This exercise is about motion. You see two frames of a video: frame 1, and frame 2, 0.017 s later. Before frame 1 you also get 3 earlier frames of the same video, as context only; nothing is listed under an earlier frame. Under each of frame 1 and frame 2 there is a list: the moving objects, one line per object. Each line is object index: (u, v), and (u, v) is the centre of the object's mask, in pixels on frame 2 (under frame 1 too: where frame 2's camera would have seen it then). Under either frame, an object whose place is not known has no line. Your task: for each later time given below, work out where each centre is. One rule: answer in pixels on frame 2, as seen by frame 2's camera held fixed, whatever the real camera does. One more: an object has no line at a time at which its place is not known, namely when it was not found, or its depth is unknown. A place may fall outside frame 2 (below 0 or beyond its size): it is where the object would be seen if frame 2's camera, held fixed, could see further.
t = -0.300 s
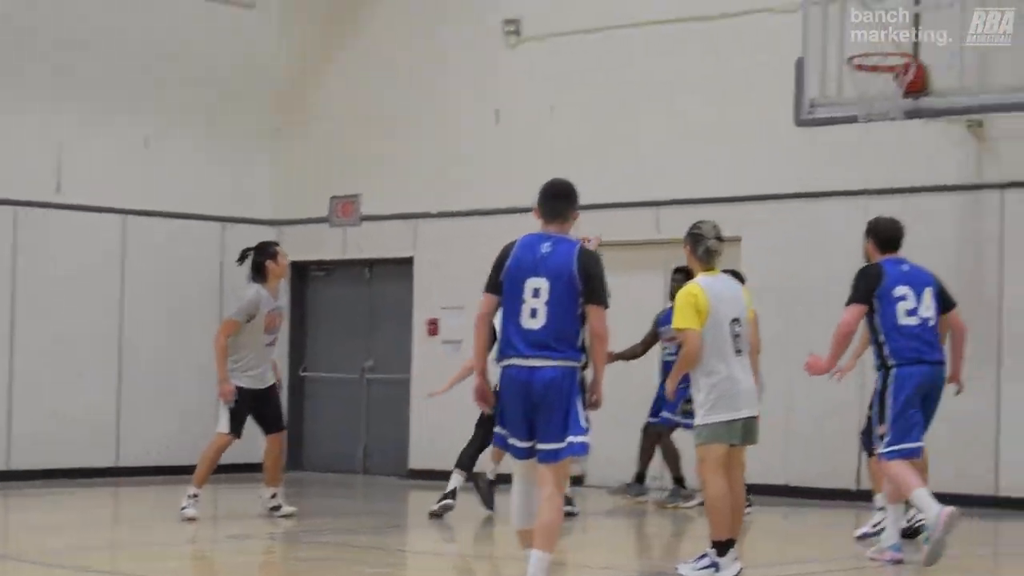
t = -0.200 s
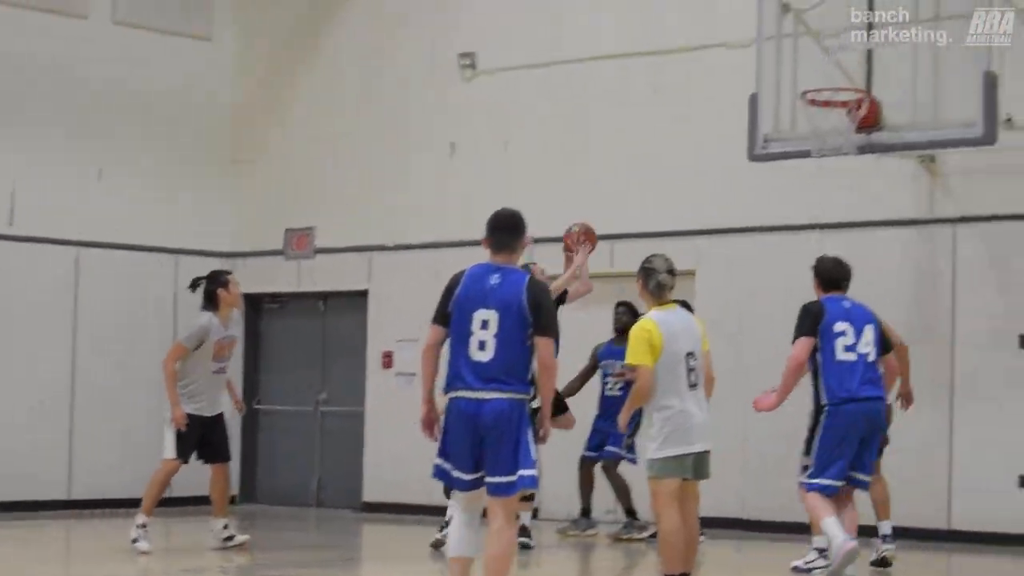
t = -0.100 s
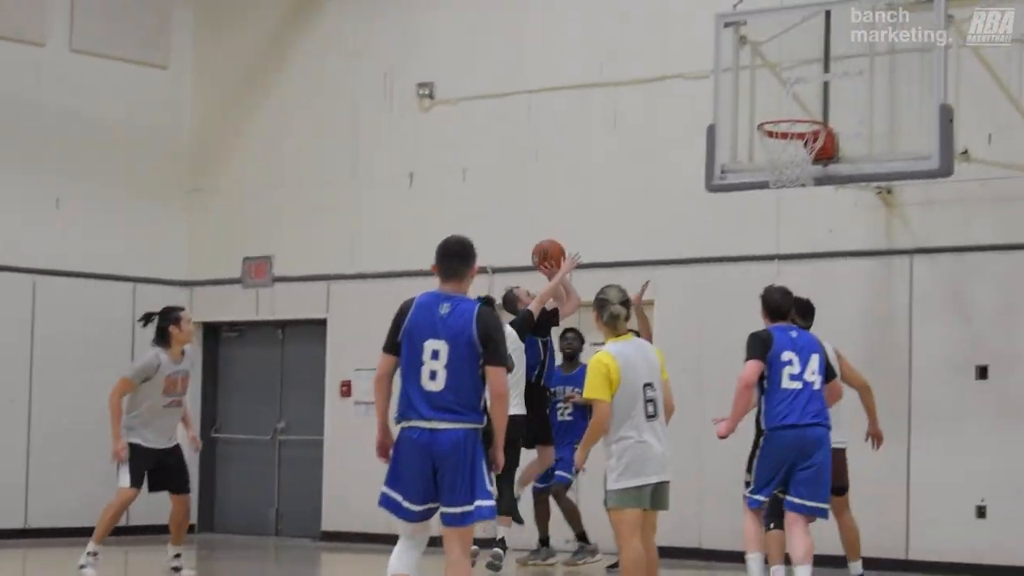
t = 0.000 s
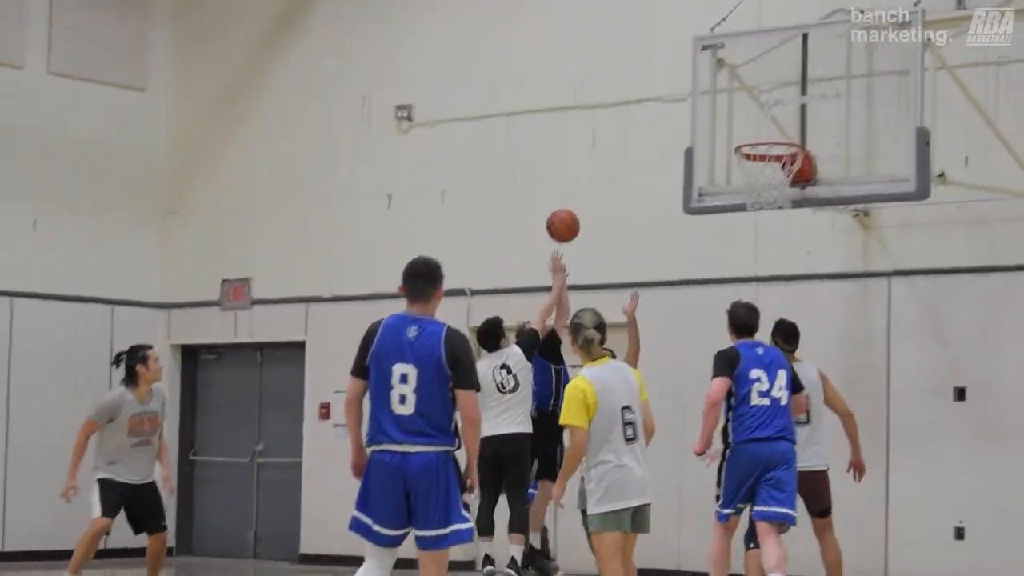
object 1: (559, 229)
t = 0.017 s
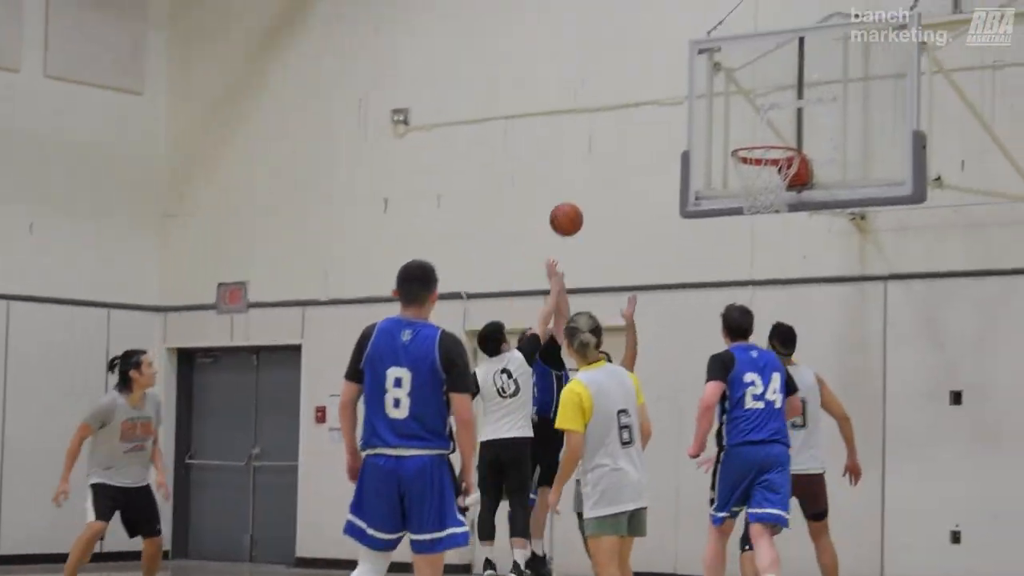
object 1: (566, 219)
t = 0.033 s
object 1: (574, 209)
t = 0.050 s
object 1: (581, 200)
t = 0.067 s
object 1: (588, 191)
